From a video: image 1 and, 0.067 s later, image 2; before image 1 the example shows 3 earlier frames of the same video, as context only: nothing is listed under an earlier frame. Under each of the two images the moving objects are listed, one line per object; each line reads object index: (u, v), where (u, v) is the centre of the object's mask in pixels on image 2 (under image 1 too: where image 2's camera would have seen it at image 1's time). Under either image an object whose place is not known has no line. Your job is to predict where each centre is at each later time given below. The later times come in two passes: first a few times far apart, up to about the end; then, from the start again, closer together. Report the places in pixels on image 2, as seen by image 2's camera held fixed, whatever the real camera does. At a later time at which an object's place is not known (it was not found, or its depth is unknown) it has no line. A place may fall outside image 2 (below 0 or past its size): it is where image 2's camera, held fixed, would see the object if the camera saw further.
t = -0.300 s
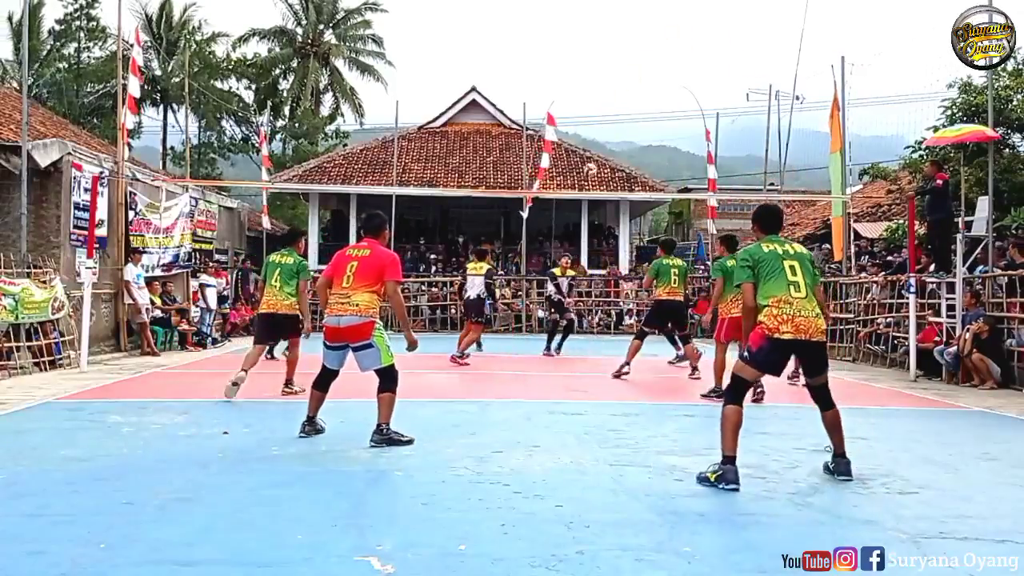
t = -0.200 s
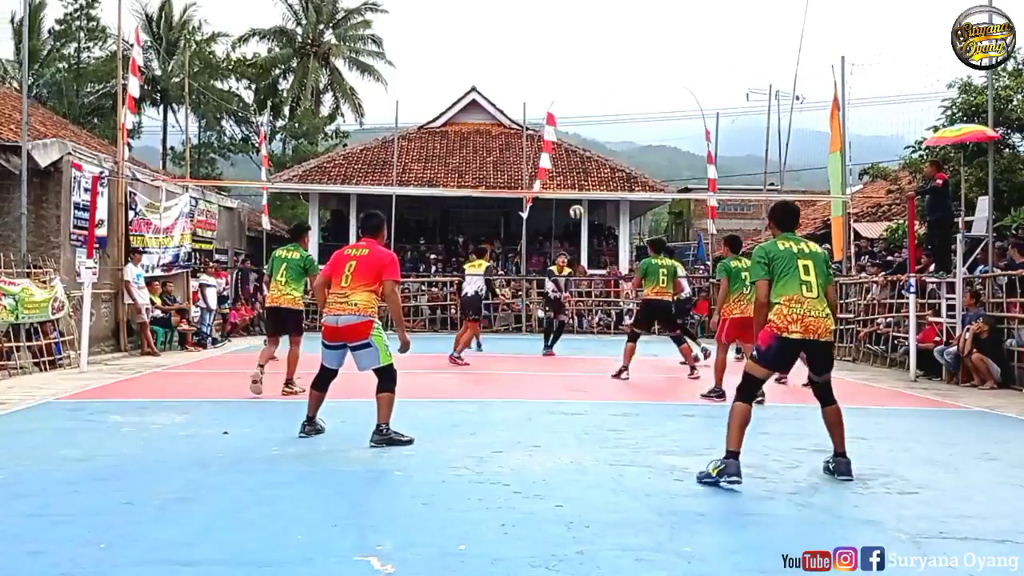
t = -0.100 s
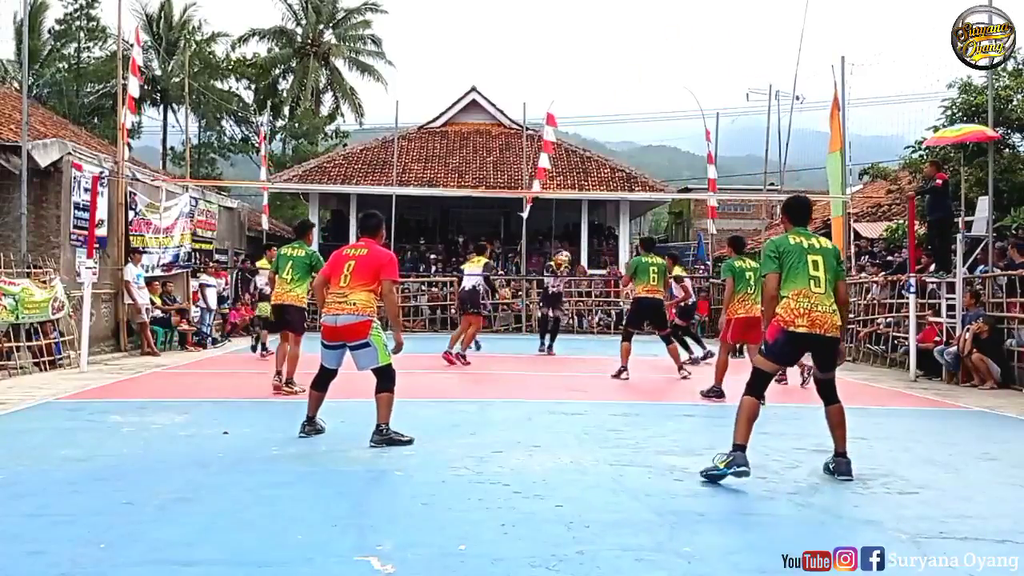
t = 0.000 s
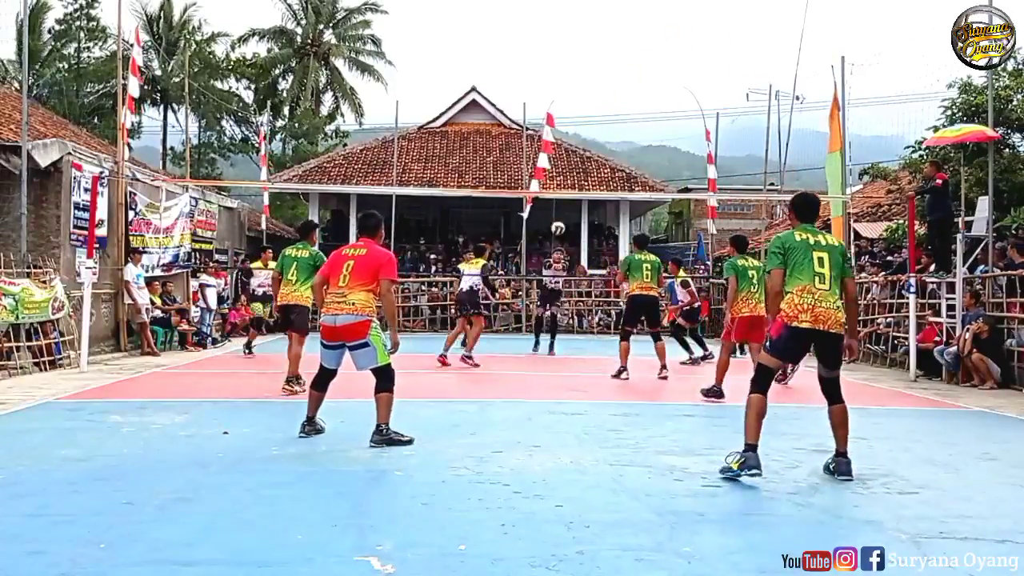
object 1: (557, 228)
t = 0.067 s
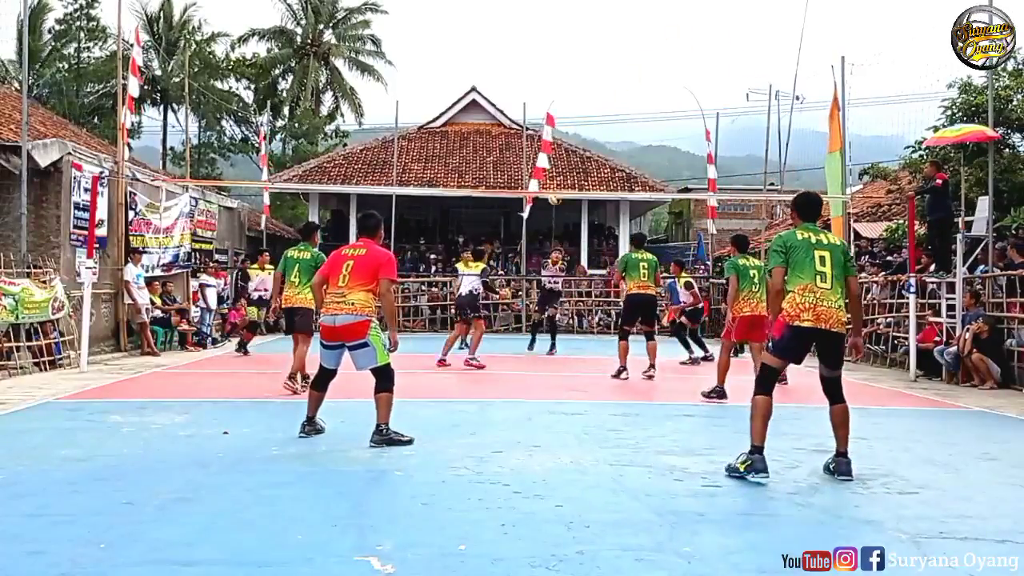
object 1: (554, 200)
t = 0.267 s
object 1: (545, 123)
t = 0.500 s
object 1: (535, 68)
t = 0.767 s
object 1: (523, 42)
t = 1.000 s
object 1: (512, 54)
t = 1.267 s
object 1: (498, 109)
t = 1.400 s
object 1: (492, 151)
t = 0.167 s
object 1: (551, 159)
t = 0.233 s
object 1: (547, 135)
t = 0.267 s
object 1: (545, 123)
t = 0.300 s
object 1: (544, 115)
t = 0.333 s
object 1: (543, 105)
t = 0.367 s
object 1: (541, 96)
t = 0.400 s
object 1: (539, 89)
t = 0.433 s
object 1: (538, 81)
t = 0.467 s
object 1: (537, 74)
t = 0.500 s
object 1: (535, 68)
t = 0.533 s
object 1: (534, 62)
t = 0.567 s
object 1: (532, 58)
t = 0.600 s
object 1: (531, 53)
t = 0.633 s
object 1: (529, 50)
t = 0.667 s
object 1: (528, 47)
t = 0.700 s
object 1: (526, 44)
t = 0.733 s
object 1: (525, 43)
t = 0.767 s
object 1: (523, 42)
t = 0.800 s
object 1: (521, 41)
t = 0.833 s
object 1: (519, 42)
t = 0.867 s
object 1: (518, 43)
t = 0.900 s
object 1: (517, 45)
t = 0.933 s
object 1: (515, 47)
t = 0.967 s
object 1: (514, 50)
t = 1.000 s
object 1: (512, 54)
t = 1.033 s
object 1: (510, 58)
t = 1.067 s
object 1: (509, 64)
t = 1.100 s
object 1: (507, 70)
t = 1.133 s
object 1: (506, 76)
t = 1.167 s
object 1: (504, 83)
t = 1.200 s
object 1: (502, 91)
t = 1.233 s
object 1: (500, 100)
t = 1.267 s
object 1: (498, 109)
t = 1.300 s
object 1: (497, 119)
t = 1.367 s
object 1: (493, 138)
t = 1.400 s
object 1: (492, 151)
